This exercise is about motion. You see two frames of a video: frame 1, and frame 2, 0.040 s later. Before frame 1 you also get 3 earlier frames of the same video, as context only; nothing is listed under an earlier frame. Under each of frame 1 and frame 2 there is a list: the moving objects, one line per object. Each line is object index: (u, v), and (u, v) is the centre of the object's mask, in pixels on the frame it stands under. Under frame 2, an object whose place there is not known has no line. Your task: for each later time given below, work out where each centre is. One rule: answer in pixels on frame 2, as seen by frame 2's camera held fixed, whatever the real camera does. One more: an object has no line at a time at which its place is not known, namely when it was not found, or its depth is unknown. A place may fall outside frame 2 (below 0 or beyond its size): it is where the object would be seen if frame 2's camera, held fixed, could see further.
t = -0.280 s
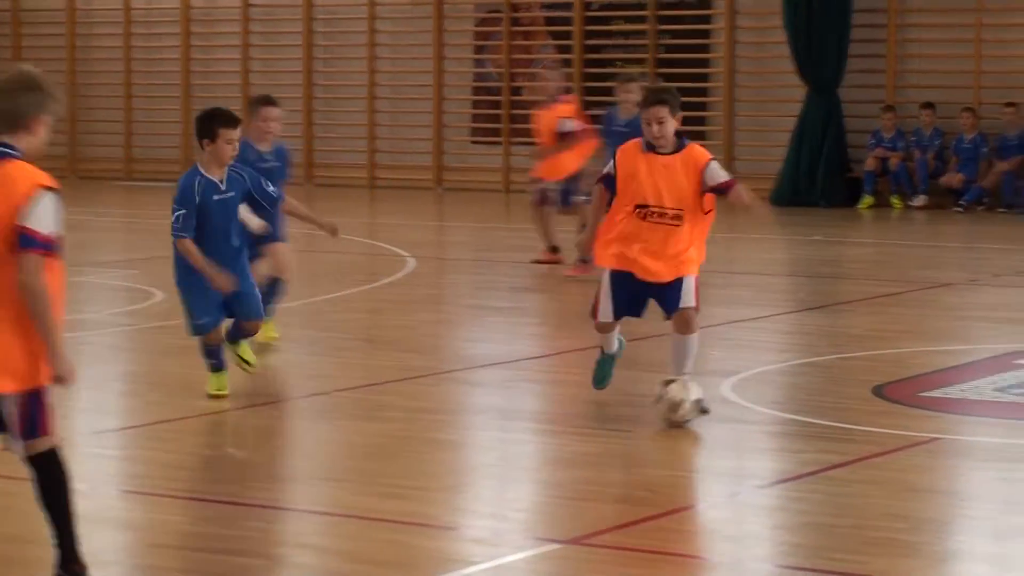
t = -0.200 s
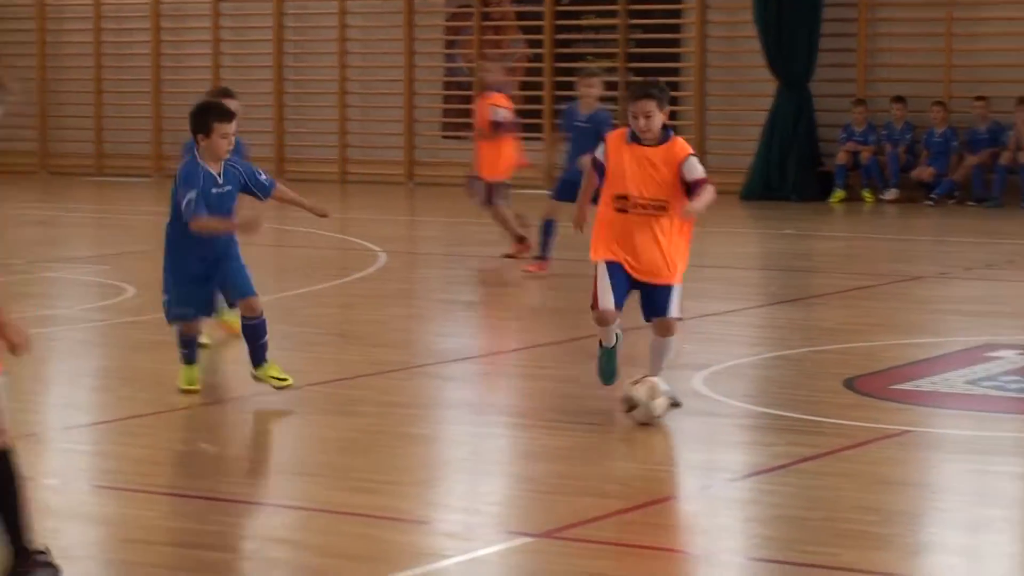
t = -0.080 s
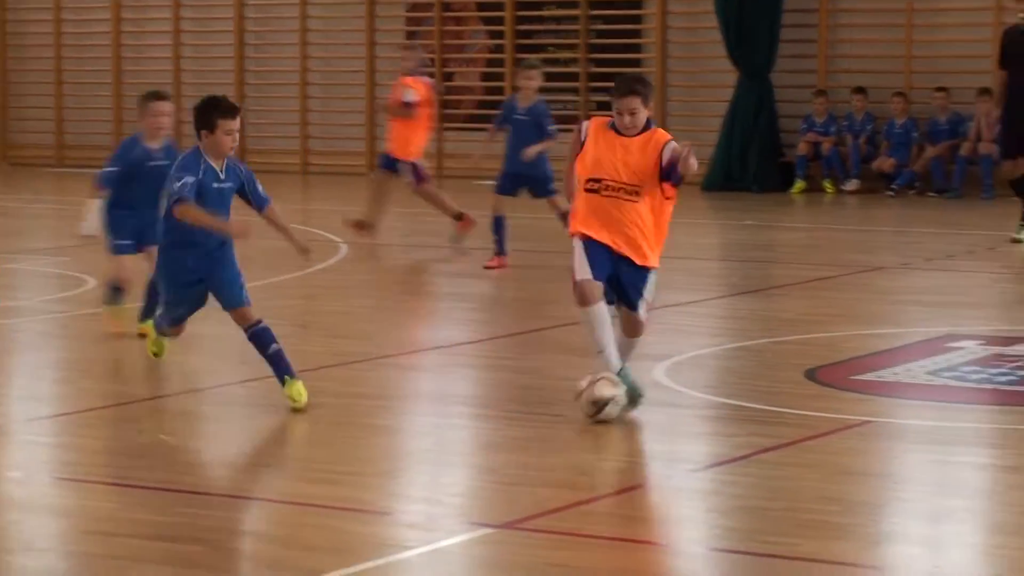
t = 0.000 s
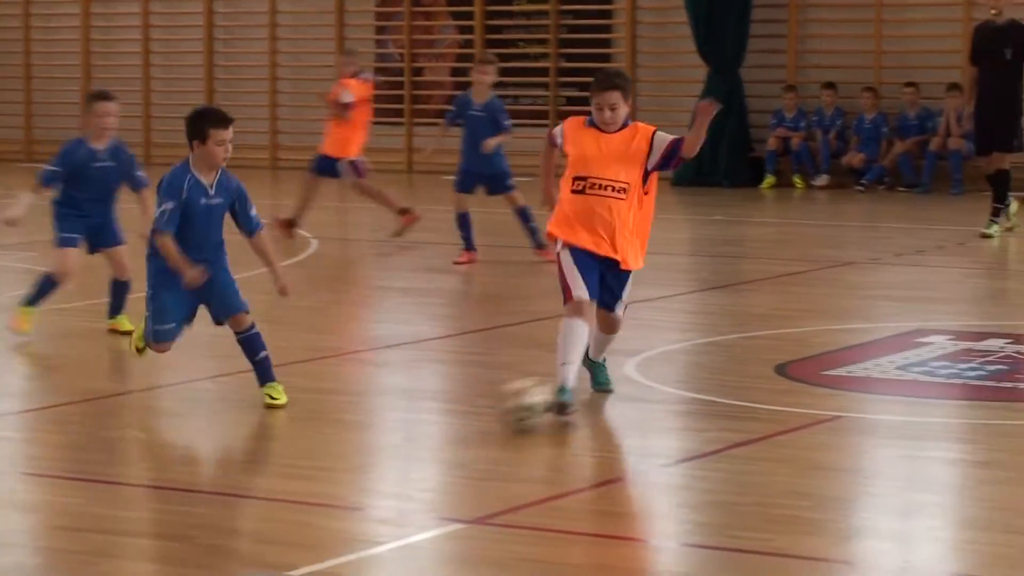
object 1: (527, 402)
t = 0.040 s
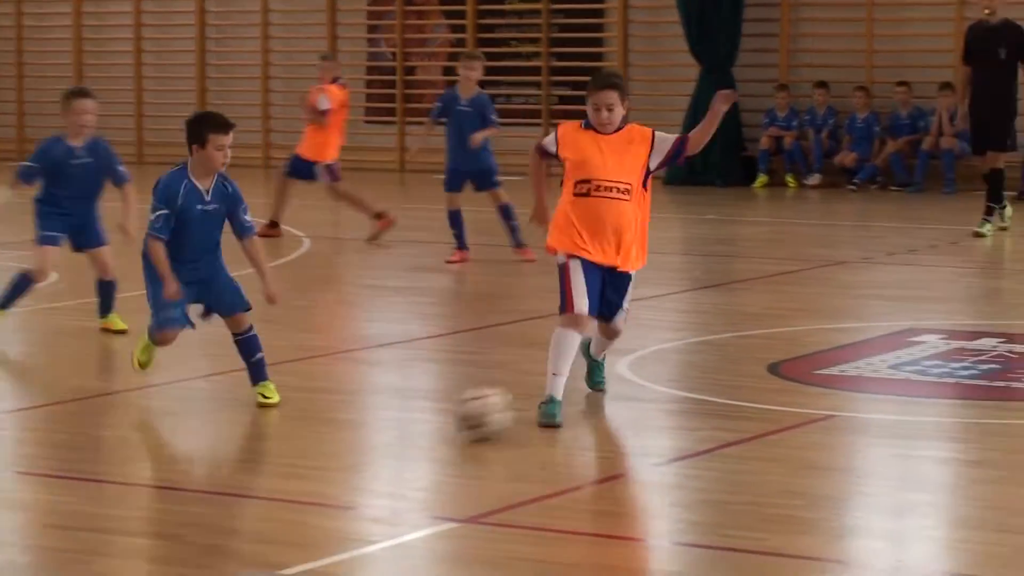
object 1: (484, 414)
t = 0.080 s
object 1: (454, 422)
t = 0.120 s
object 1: (411, 430)
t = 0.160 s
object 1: (377, 437)
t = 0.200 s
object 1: (343, 449)
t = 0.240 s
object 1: (307, 455)
